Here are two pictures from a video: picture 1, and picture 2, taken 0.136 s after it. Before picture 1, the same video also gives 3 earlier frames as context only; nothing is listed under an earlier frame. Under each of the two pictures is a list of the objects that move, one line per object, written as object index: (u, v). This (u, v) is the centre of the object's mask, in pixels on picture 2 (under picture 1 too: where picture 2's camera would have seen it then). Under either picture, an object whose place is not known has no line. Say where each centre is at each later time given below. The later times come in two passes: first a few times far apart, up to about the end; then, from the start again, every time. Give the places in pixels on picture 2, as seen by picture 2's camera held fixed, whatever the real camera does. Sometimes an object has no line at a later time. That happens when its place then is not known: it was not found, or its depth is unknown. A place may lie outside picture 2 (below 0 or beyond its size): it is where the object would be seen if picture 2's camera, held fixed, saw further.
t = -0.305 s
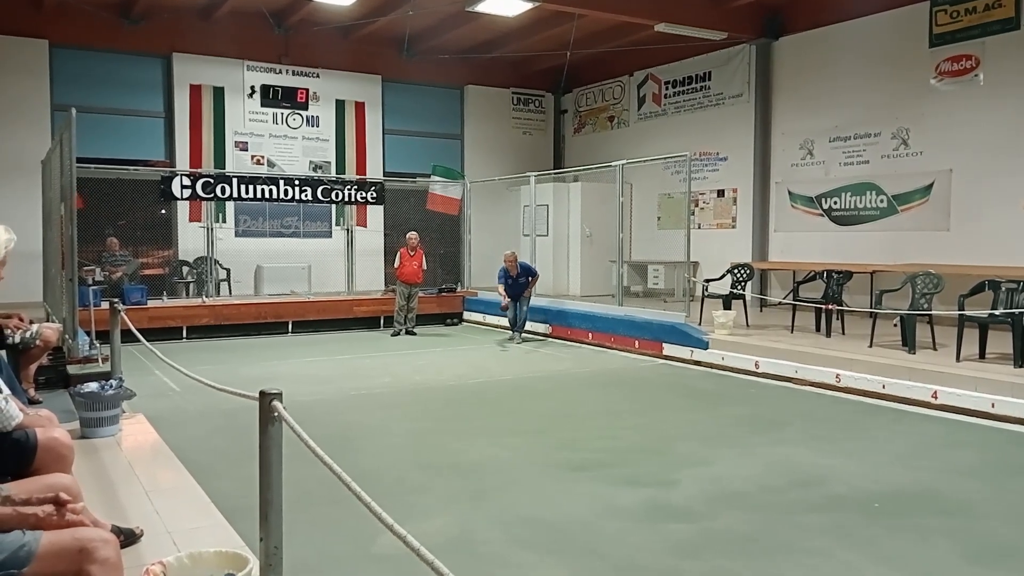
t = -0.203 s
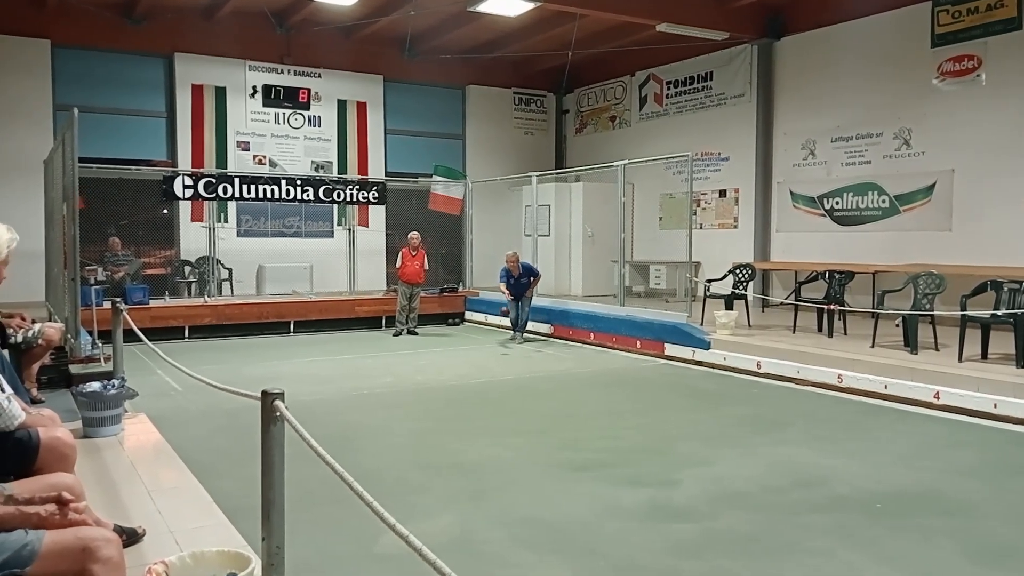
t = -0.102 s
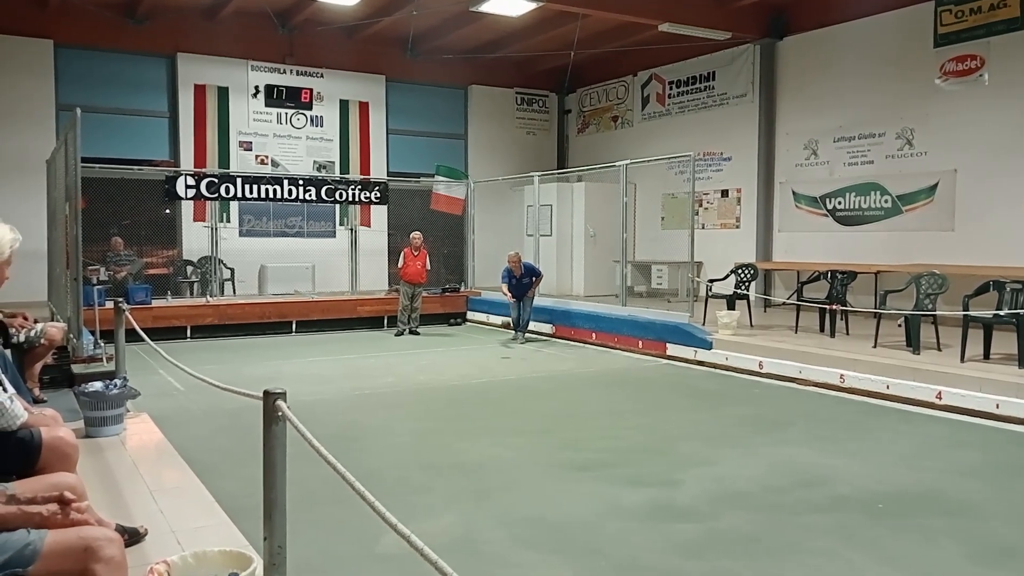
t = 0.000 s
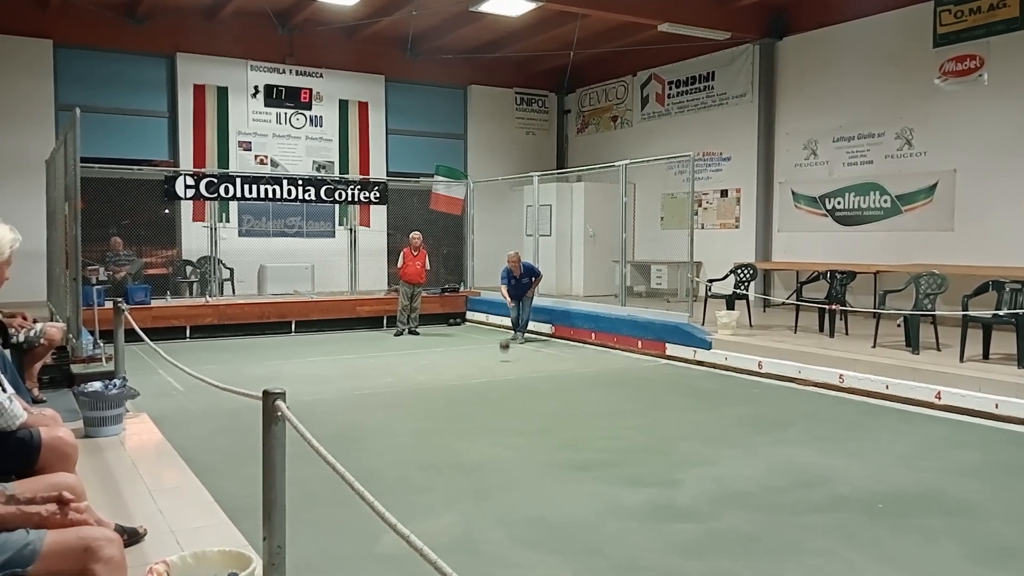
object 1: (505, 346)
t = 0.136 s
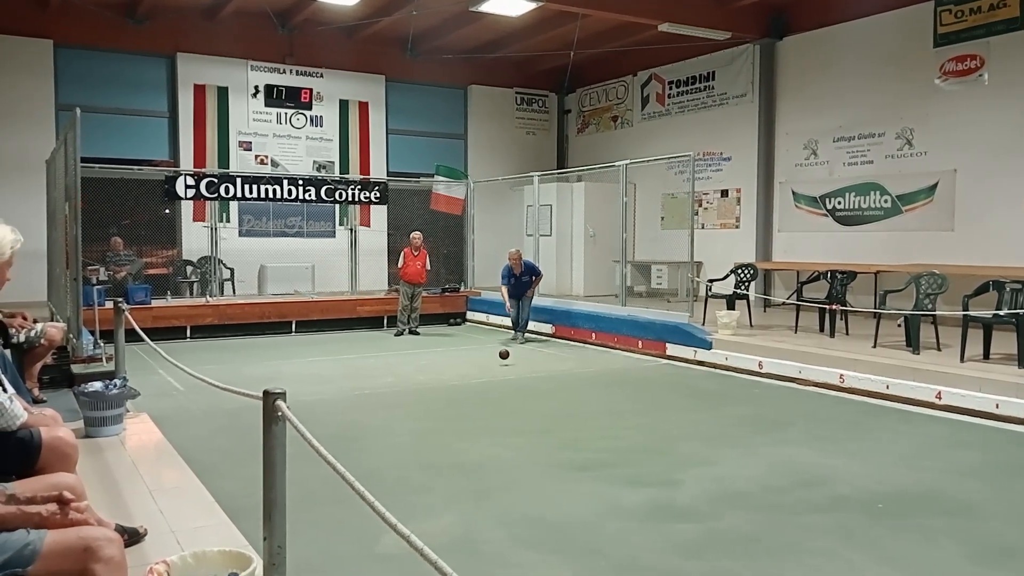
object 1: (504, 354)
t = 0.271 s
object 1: (503, 363)
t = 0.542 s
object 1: (501, 372)
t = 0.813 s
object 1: (499, 382)
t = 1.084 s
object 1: (497, 393)
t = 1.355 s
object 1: (494, 406)
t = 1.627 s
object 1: (491, 420)
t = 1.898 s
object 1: (489, 439)
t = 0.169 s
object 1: (503, 355)
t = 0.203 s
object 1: (503, 357)
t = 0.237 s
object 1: (503, 360)
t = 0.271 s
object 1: (503, 363)
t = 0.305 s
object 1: (503, 364)
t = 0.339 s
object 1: (503, 365)
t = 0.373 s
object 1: (502, 366)
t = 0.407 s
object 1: (502, 368)
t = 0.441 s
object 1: (502, 369)
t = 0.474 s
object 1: (502, 370)
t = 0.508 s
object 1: (501, 371)
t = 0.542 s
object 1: (501, 372)
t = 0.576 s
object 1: (501, 373)
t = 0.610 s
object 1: (501, 375)
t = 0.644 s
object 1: (500, 376)
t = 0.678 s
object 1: (500, 377)
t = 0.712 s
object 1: (500, 379)
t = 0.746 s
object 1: (500, 380)
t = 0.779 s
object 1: (499, 381)
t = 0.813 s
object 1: (499, 382)
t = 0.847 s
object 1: (499, 383)
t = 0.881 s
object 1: (498, 385)
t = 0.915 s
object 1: (498, 386)
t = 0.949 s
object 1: (498, 388)
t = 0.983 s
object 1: (498, 389)
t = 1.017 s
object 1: (498, 390)
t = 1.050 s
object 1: (497, 392)
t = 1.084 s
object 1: (497, 393)
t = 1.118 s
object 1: (497, 395)
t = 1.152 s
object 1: (496, 396)
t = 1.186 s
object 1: (496, 398)
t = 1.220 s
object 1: (496, 399)
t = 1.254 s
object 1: (496, 401)
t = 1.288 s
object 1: (495, 402)
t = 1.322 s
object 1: (495, 404)
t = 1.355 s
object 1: (494, 406)
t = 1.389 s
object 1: (494, 407)
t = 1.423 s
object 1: (493, 409)
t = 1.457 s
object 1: (493, 411)
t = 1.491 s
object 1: (492, 413)
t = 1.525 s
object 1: (492, 414)
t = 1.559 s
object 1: (491, 416)
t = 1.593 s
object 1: (491, 417)
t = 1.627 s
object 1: (491, 420)
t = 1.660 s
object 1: (490, 421)
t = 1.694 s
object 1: (490, 424)
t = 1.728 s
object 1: (489, 427)
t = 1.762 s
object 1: (490, 430)
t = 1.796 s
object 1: (489, 432)
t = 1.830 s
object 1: (489, 434)
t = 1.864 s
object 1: (489, 437)
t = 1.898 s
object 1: (489, 439)
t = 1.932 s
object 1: (491, 441)
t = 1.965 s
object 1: (491, 443)
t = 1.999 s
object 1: (491, 445)
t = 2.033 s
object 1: (490, 447)
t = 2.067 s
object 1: (490, 450)
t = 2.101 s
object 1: (489, 452)
